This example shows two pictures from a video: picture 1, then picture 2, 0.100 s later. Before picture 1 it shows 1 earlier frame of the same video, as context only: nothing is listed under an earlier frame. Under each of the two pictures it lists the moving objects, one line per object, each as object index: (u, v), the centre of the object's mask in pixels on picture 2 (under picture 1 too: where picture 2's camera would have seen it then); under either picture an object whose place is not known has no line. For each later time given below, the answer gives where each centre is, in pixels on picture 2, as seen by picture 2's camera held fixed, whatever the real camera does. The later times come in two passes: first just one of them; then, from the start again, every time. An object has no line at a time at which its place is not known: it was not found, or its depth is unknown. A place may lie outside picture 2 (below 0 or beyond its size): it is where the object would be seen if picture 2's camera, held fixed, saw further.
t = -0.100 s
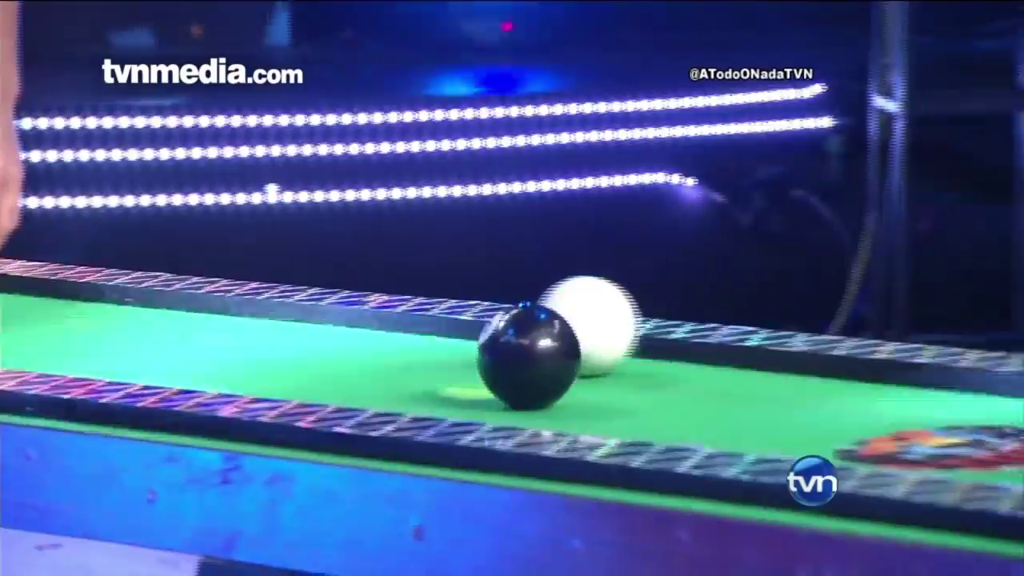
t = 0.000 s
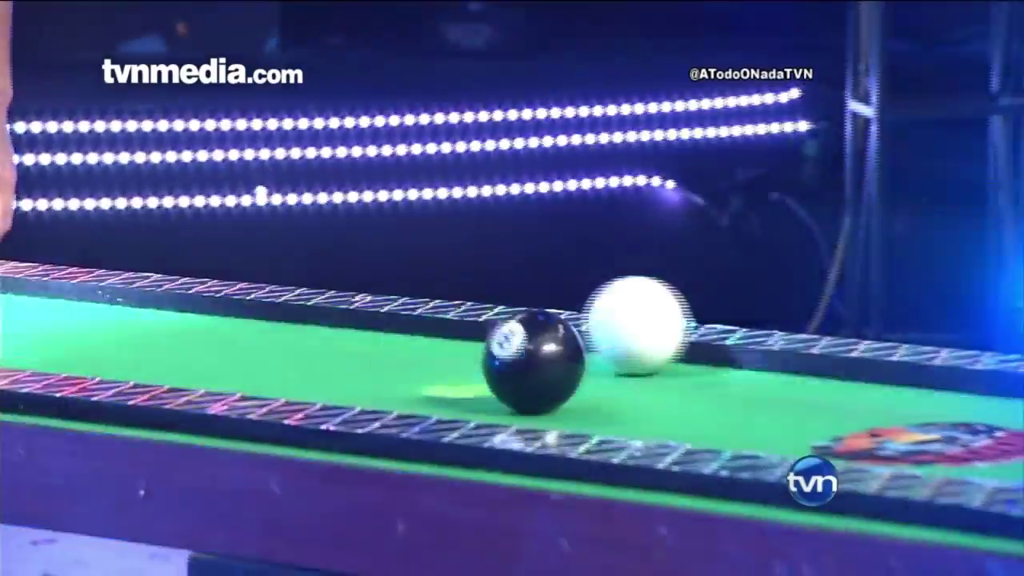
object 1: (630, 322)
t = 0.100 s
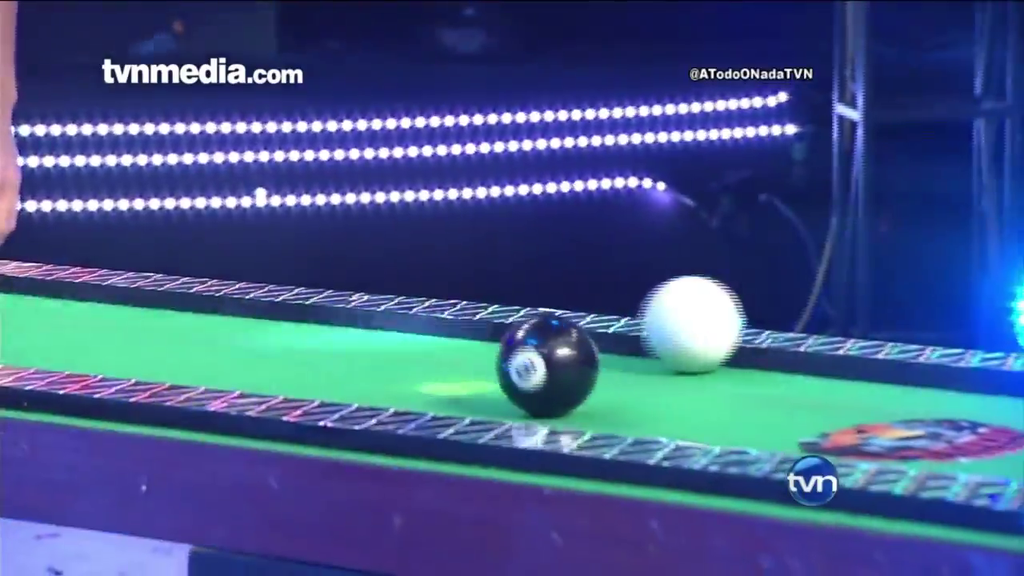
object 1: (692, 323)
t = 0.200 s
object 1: (730, 328)
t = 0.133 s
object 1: (705, 325)
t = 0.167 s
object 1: (717, 327)
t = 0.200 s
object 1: (730, 328)
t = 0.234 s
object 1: (742, 330)
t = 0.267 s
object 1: (754, 332)
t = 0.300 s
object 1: (766, 333)
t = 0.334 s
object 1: (777, 334)
